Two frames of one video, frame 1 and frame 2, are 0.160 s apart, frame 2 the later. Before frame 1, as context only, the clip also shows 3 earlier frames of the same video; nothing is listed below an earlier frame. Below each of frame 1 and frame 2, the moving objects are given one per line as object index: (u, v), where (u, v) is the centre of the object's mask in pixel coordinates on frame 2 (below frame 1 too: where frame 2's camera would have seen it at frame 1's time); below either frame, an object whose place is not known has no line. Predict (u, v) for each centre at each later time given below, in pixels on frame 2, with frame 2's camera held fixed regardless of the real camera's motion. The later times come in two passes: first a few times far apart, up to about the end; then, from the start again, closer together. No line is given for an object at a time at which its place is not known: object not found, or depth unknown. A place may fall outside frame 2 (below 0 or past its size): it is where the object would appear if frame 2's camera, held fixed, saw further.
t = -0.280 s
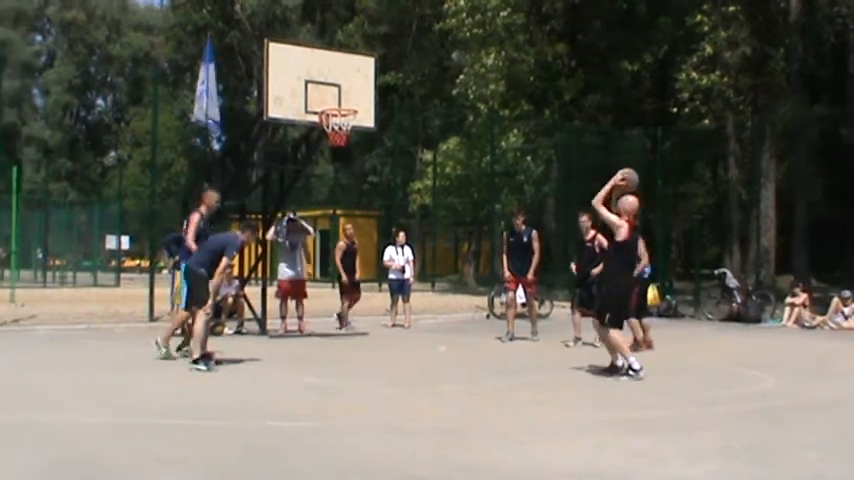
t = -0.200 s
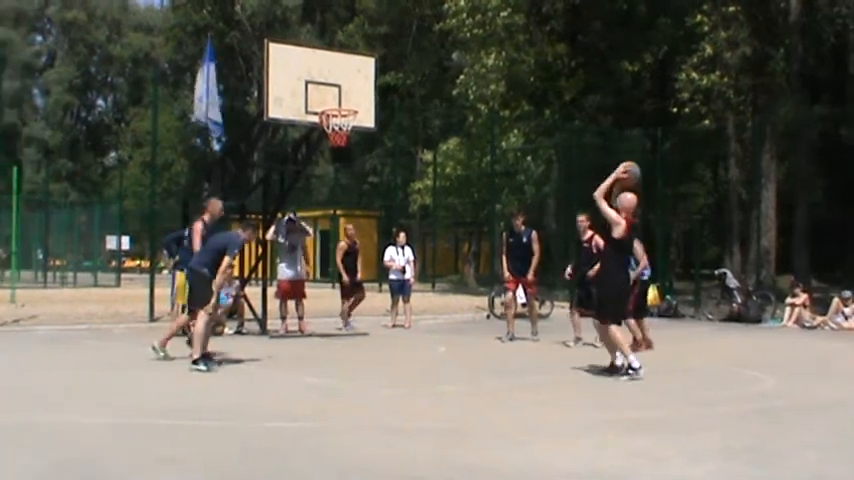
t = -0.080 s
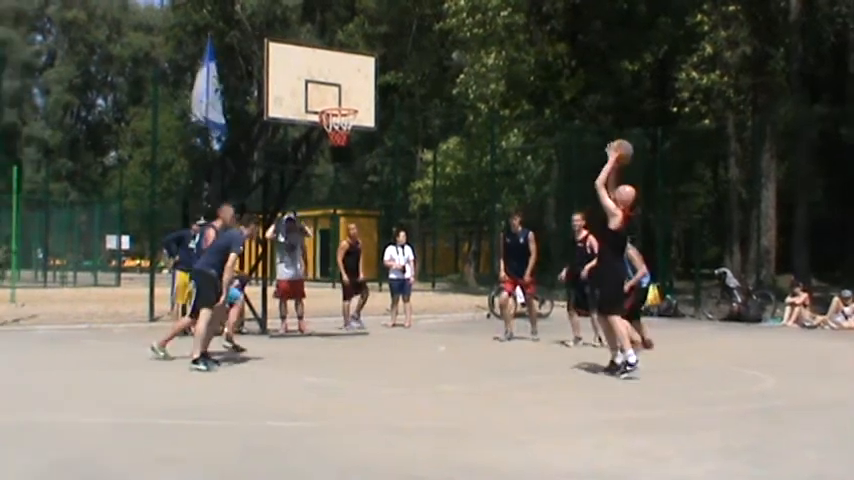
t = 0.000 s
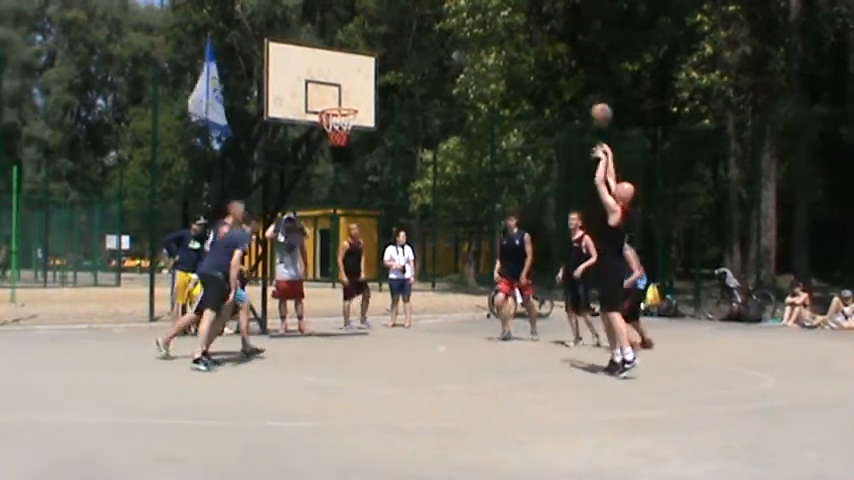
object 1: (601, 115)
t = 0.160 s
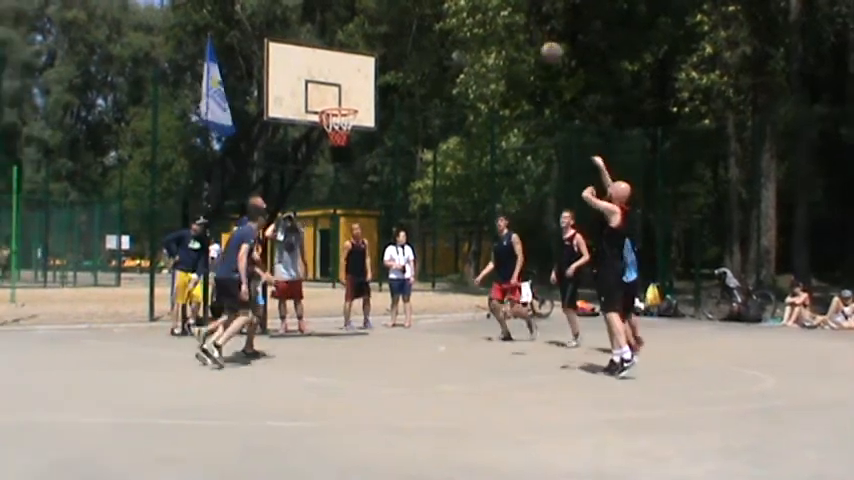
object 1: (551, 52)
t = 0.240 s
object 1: (530, 32)
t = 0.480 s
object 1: (465, 5)
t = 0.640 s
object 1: (426, 18)
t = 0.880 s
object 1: (375, 70)
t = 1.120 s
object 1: (372, 81)
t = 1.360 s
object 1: (407, 75)
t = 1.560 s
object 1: (437, 106)
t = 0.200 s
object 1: (540, 41)
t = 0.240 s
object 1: (530, 32)
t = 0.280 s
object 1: (518, 22)
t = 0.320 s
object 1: (507, 16)
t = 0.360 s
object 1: (496, 9)
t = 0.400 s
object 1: (485, 7)
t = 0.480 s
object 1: (465, 5)
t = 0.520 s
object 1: (456, 6)
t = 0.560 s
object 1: (445, 8)
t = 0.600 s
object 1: (436, 13)
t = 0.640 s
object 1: (426, 18)
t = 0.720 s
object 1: (409, 28)
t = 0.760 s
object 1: (400, 37)
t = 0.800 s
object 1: (391, 48)
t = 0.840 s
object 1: (383, 57)
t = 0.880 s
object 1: (375, 70)
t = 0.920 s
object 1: (366, 82)
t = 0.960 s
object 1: (357, 95)
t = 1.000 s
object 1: (355, 100)
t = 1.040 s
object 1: (361, 93)
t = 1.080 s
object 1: (366, 87)
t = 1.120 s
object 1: (372, 81)
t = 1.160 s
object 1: (378, 77)
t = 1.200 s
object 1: (383, 73)
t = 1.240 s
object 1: (389, 72)
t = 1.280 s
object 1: (395, 71)
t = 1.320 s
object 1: (401, 73)
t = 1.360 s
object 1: (407, 75)
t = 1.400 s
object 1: (413, 79)
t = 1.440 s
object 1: (419, 85)
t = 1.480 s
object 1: (424, 90)
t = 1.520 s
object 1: (431, 97)
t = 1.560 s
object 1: (437, 106)
